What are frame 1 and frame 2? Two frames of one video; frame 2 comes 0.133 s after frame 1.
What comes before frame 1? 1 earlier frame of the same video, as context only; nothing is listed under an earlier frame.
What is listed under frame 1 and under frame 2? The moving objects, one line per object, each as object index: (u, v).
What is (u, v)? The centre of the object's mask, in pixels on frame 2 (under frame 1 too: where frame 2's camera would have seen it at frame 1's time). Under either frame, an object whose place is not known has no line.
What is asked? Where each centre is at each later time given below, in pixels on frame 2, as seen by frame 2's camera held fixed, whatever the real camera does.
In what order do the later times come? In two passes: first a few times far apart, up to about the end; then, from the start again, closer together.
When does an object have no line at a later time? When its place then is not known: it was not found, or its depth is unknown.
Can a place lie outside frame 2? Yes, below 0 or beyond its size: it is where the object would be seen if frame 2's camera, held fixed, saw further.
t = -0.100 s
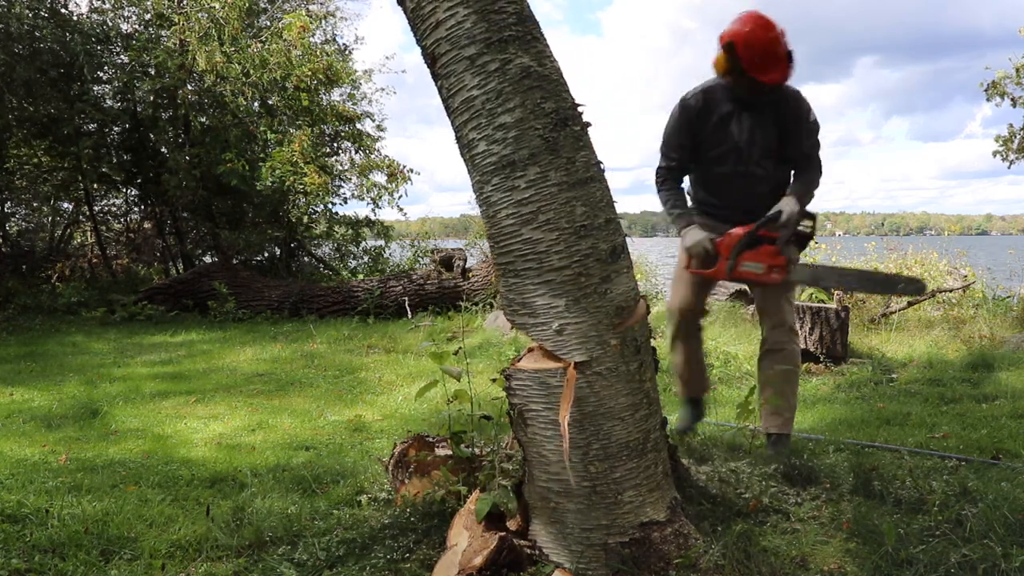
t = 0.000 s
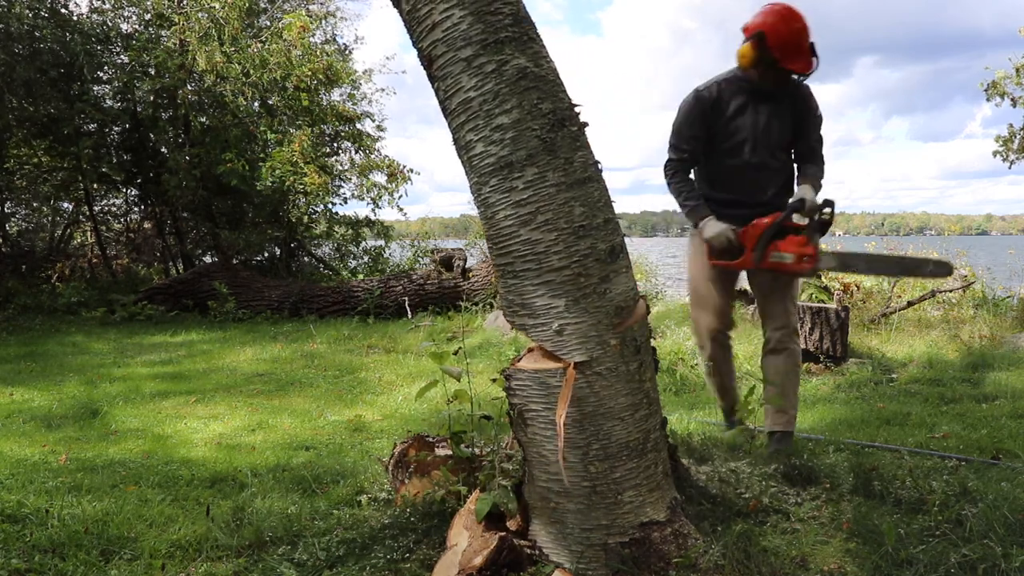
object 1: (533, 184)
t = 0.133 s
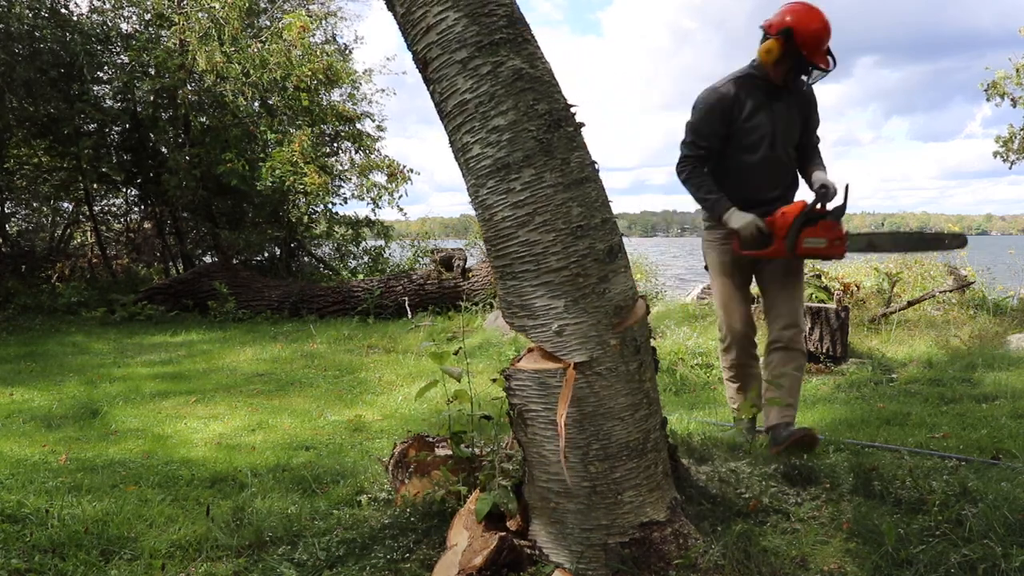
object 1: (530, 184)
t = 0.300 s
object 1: (526, 185)
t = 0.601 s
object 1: (517, 185)
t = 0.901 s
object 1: (502, 184)
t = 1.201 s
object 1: (477, 183)
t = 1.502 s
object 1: (432, 180)
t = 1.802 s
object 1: (328, 167)
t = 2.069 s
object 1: (300, 214)
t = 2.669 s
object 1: (200, 524)
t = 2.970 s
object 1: (200, 529)
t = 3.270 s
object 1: (203, 528)
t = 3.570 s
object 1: (203, 528)
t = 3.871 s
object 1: (203, 528)
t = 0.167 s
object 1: (529, 184)
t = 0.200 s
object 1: (529, 184)
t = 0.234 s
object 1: (528, 184)
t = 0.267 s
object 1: (527, 185)
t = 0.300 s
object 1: (526, 185)
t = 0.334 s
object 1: (525, 185)
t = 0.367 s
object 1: (524, 185)
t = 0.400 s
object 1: (523, 185)
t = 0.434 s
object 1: (522, 185)
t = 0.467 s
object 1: (521, 185)
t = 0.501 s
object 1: (520, 184)
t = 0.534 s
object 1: (519, 185)
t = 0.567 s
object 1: (518, 185)
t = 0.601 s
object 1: (517, 185)
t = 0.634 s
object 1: (515, 185)
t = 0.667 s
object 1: (514, 185)
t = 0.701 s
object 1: (513, 184)
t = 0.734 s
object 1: (511, 184)
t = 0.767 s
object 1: (509, 184)
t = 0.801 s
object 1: (508, 185)
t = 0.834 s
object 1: (506, 184)
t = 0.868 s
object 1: (505, 184)
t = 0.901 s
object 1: (502, 184)
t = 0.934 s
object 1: (500, 184)
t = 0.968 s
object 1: (498, 184)
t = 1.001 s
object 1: (495, 184)
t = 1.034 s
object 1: (493, 184)
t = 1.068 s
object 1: (490, 184)
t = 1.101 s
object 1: (487, 184)
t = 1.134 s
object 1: (484, 184)
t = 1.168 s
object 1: (481, 183)
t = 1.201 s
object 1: (477, 183)
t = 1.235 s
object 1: (473, 183)
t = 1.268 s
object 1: (469, 183)
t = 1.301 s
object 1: (465, 182)
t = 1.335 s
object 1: (460, 182)
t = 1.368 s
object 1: (455, 182)
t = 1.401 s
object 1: (450, 182)
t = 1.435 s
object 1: (445, 182)
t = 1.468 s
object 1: (439, 181)
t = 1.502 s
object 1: (432, 180)
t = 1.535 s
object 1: (425, 180)
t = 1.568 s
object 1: (417, 179)
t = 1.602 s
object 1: (409, 179)
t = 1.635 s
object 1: (399, 178)
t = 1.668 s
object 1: (389, 177)
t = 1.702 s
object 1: (359, 164)
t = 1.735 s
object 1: (348, 164)
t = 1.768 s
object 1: (338, 165)
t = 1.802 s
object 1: (328, 167)
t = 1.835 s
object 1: (320, 170)
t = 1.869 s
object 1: (314, 175)
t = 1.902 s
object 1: (310, 181)
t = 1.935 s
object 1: (305, 186)
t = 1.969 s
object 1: (303, 193)
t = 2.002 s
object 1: (301, 200)
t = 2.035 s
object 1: (301, 207)
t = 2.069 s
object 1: (300, 214)
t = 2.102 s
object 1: (296, 222)
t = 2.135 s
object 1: (293, 229)
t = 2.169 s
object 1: (288, 238)
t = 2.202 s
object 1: (286, 247)
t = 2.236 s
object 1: (280, 258)
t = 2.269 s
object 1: (274, 268)
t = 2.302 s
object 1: (268, 280)
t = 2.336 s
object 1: (261, 295)
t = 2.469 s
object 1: (240, 409)
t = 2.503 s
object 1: (234, 459)
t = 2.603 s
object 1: (193, 540)
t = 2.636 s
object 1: (197, 530)
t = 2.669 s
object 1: (200, 524)
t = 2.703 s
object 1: (200, 524)
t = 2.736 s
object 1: (200, 525)
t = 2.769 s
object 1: (199, 527)
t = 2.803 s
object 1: (198, 529)
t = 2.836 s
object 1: (199, 530)
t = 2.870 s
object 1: (198, 530)
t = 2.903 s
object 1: (199, 530)
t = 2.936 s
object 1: (199, 530)
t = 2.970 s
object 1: (200, 529)
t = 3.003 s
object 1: (201, 529)
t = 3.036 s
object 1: (201, 529)
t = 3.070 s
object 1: (201, 529)
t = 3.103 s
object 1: (201, 529)
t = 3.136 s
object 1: (202, 528)
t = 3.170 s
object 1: (203, 528)
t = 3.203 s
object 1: (203, 528)
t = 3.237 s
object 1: (203, 528)
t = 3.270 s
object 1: (203, 528)
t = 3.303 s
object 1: (203, 528)
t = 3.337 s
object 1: (203, 528)
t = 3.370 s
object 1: (203, 528)
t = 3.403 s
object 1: (203, 528)
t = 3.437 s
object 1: (203, 528)
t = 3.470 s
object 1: (203, 528)
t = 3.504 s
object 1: (203, 528)
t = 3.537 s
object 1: (203, 528)
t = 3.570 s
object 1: (203, 528)
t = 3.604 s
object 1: (203, 528)
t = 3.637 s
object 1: (203, 528)
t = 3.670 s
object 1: (203, 528)
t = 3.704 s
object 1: (203, 528)
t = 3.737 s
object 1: (203, 528)
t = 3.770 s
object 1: (203, 528)
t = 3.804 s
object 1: (203, 528)
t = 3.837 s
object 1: (203, 528)
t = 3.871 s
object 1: (203, 528)
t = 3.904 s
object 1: (203, 528)
